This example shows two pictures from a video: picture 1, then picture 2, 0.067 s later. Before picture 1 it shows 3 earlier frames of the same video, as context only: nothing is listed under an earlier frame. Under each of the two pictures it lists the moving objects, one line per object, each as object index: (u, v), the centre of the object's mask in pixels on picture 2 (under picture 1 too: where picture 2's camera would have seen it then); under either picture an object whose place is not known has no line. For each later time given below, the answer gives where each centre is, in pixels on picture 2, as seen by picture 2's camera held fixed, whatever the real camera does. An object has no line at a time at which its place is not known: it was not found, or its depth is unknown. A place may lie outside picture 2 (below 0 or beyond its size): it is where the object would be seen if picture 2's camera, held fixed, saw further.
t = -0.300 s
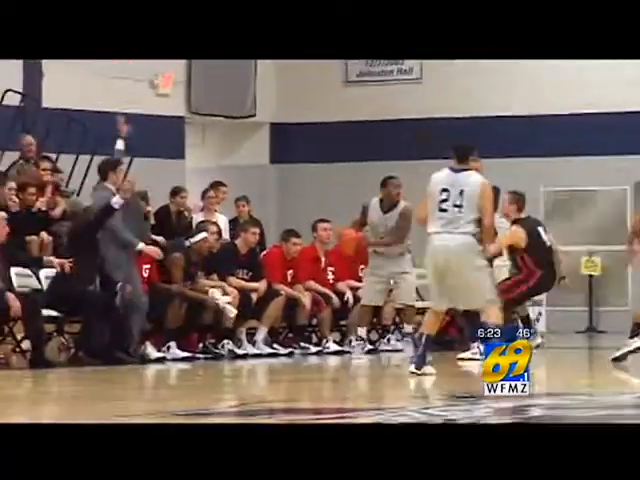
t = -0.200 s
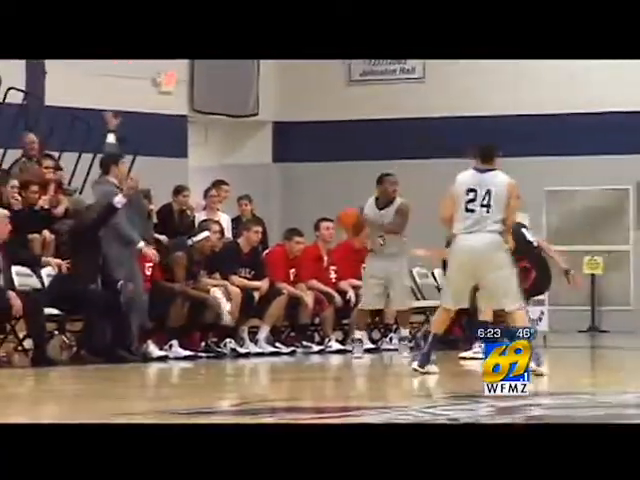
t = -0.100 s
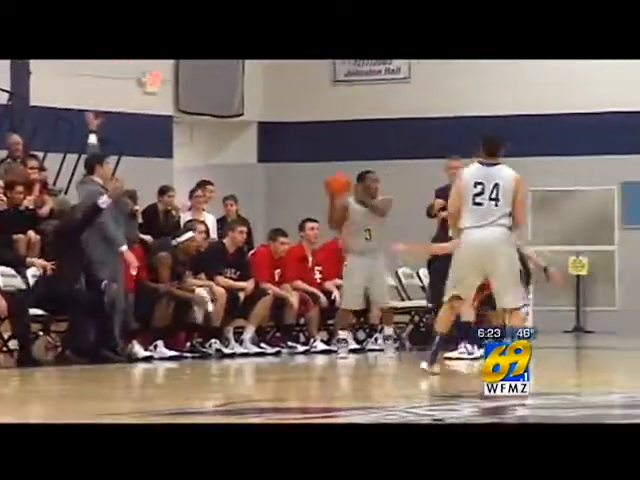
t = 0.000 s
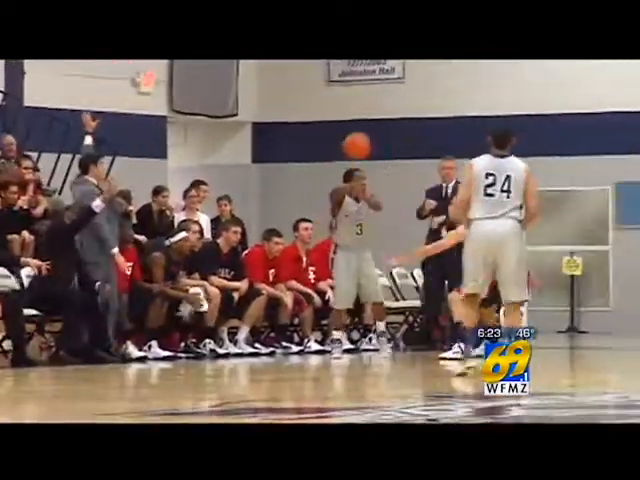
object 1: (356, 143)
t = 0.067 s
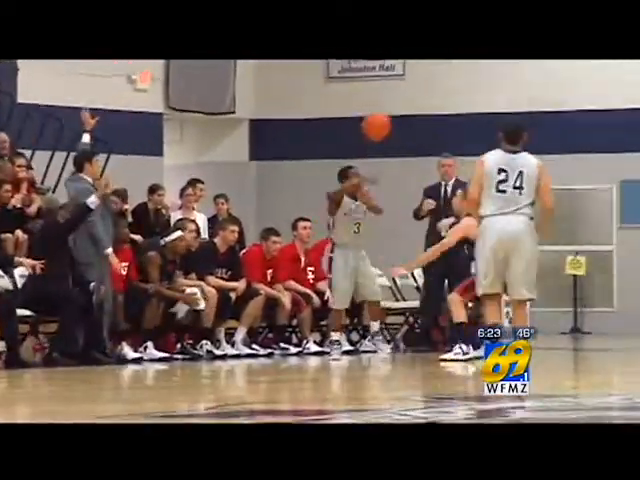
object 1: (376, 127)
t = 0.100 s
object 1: (386, 119)
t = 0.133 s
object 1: (399, 112)
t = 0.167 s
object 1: (408, 106)
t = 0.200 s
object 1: (419, 100)
